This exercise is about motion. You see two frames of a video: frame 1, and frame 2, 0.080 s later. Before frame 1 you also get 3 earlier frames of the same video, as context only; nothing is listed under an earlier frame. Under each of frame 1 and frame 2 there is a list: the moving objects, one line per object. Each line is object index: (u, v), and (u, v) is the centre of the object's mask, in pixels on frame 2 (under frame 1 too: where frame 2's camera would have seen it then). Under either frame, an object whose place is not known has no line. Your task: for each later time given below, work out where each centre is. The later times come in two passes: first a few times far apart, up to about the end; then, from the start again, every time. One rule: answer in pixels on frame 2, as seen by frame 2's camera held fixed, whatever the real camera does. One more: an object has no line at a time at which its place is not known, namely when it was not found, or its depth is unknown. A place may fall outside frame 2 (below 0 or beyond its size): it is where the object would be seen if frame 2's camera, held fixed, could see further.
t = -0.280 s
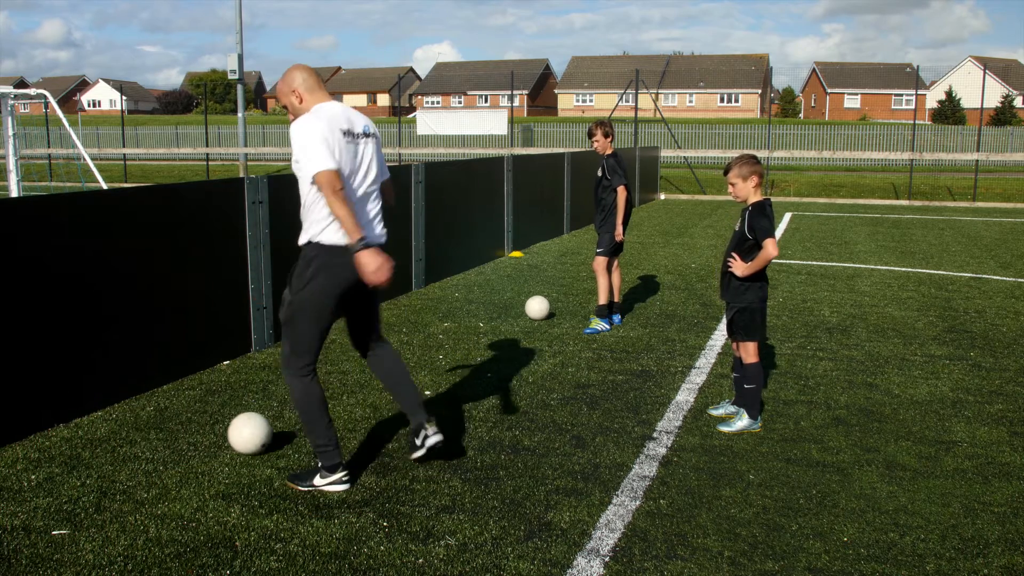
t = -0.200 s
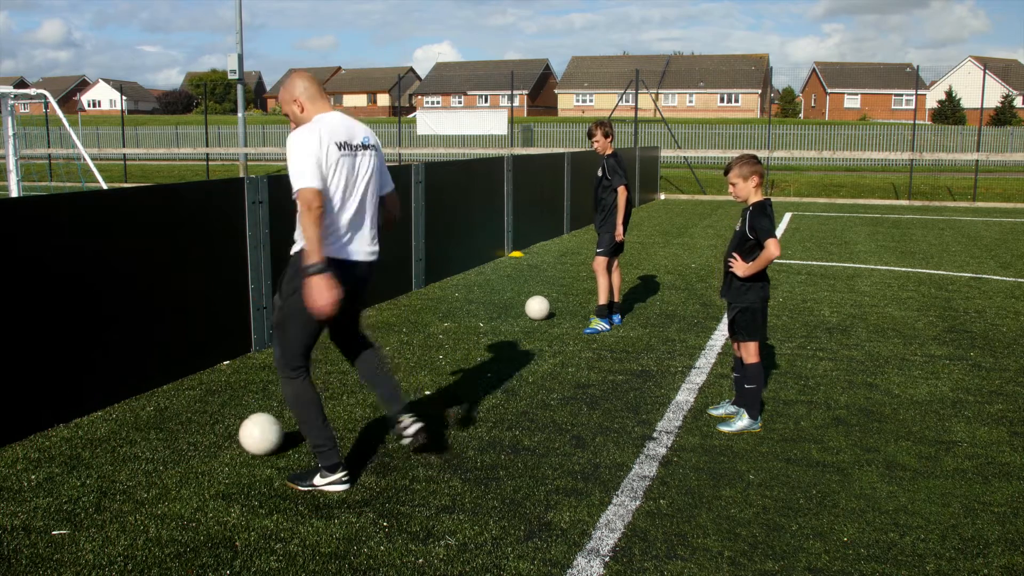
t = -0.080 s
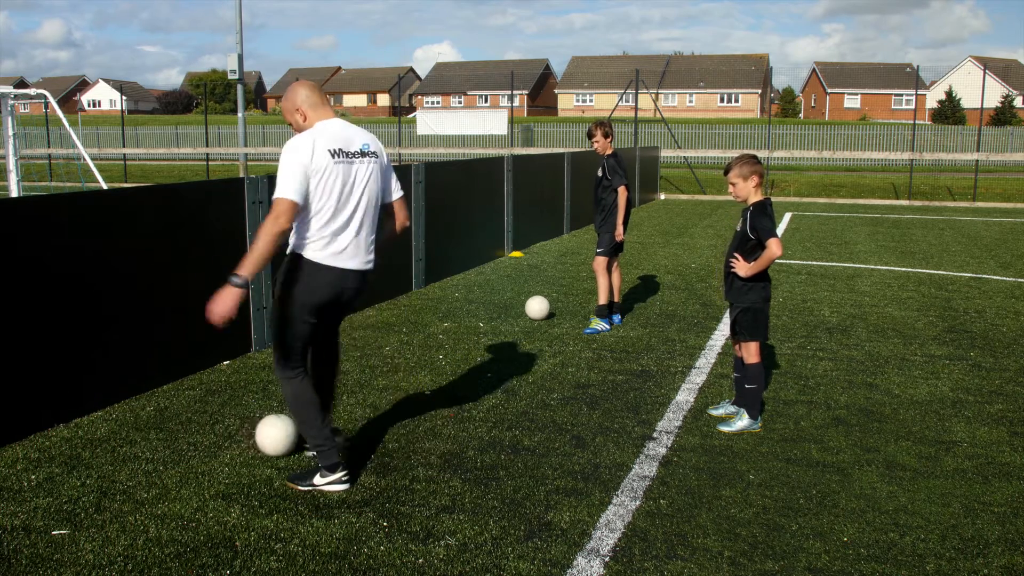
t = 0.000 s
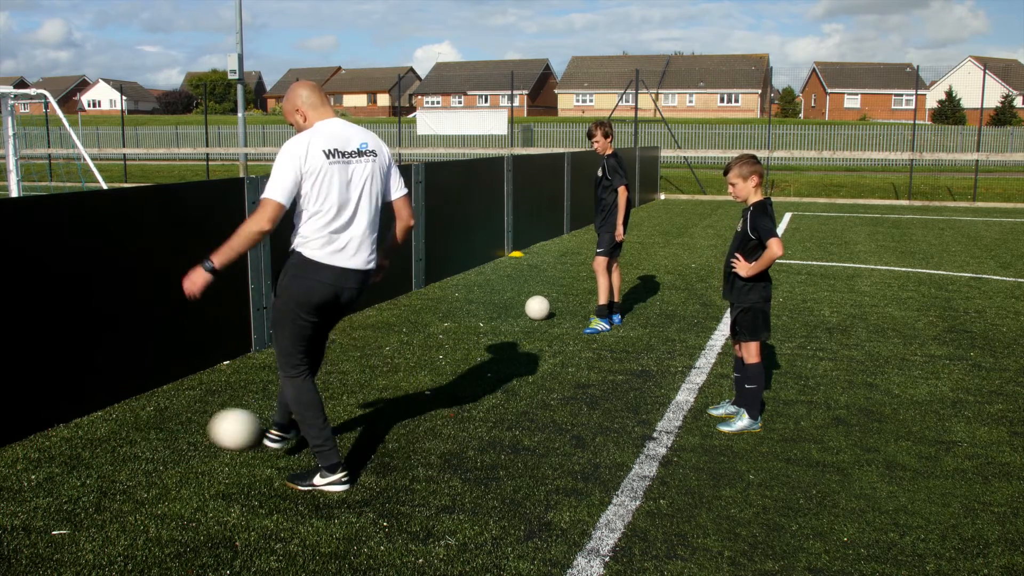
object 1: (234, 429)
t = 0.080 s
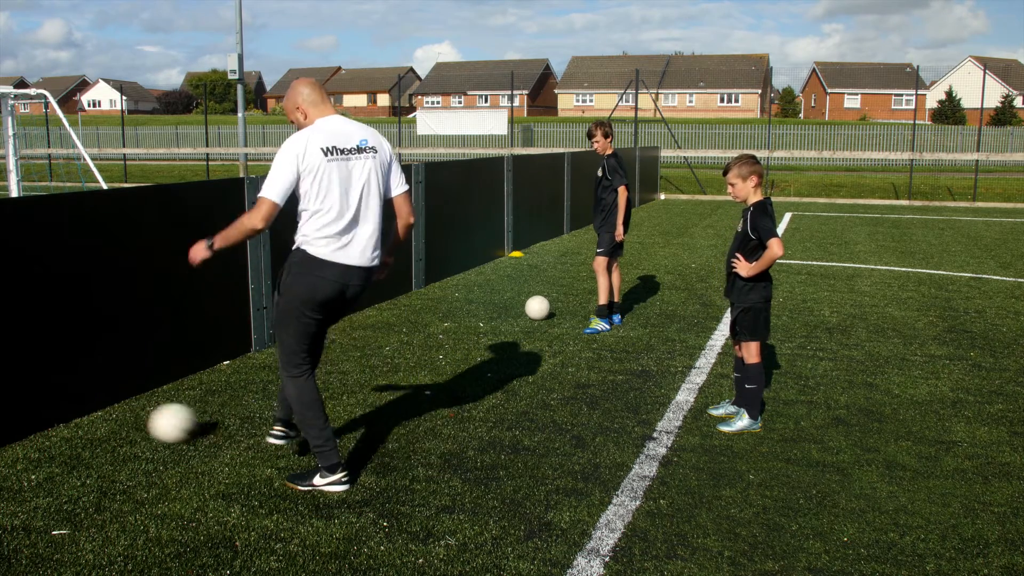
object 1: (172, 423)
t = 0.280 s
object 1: (70, 408)
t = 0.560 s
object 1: (169, 427)
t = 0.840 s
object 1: (216, 434)
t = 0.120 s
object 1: (146, 419)
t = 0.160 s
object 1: (121, 417)
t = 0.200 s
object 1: (98, 415)
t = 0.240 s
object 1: (78, 412)
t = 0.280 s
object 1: (70, 408)
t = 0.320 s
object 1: (83, 403)
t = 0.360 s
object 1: (97, 401)
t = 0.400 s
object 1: (112, 403)
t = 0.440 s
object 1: (126, 408)
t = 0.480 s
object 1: (142, 415)
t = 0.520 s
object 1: (159, 426)
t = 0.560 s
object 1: (169, 427)
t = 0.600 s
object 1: (175, 424)
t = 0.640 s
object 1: (182, 425)
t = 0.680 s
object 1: (190, 429)
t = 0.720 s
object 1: (197, 432)
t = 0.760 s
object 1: (203, 431)
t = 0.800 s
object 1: (210, 433)
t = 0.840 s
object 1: (216, 434)
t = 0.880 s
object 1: (222, 435)
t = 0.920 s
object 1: (229, 437)
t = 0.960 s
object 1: (235, 438)
